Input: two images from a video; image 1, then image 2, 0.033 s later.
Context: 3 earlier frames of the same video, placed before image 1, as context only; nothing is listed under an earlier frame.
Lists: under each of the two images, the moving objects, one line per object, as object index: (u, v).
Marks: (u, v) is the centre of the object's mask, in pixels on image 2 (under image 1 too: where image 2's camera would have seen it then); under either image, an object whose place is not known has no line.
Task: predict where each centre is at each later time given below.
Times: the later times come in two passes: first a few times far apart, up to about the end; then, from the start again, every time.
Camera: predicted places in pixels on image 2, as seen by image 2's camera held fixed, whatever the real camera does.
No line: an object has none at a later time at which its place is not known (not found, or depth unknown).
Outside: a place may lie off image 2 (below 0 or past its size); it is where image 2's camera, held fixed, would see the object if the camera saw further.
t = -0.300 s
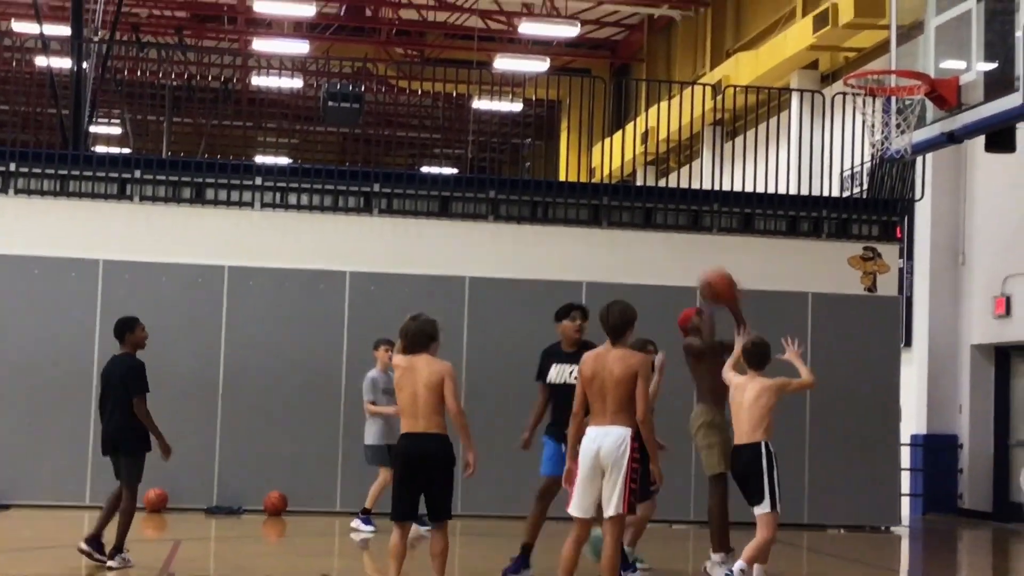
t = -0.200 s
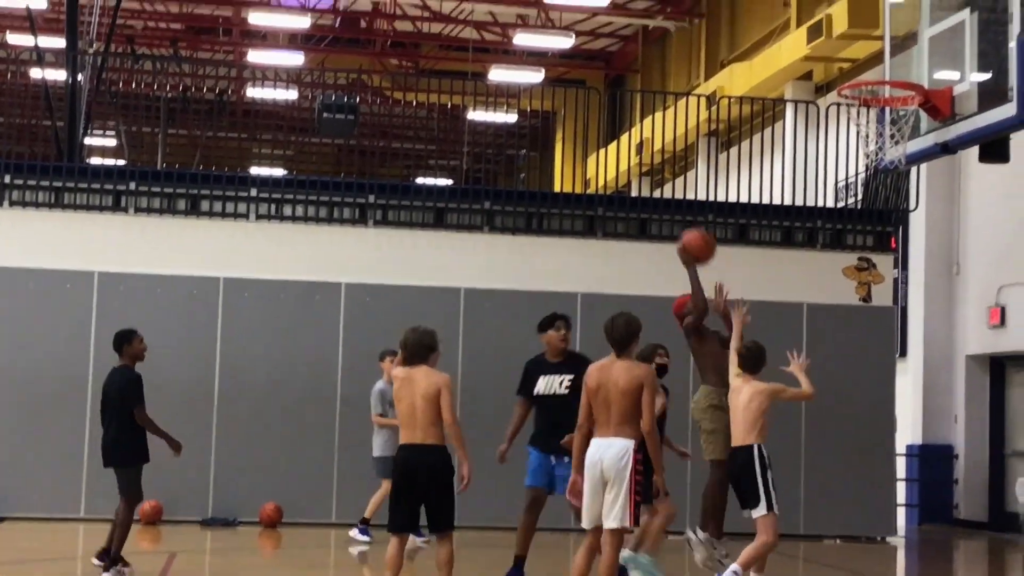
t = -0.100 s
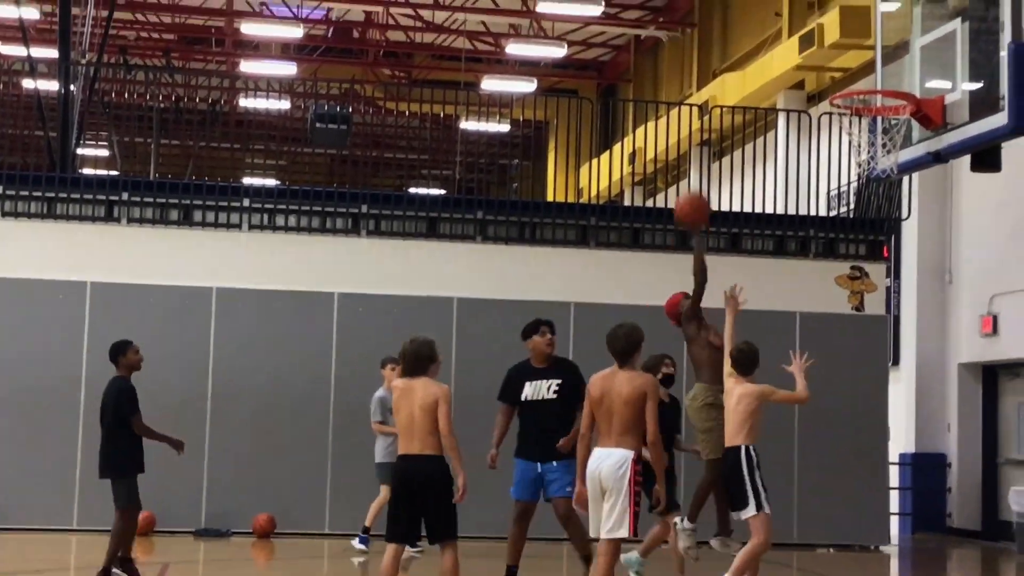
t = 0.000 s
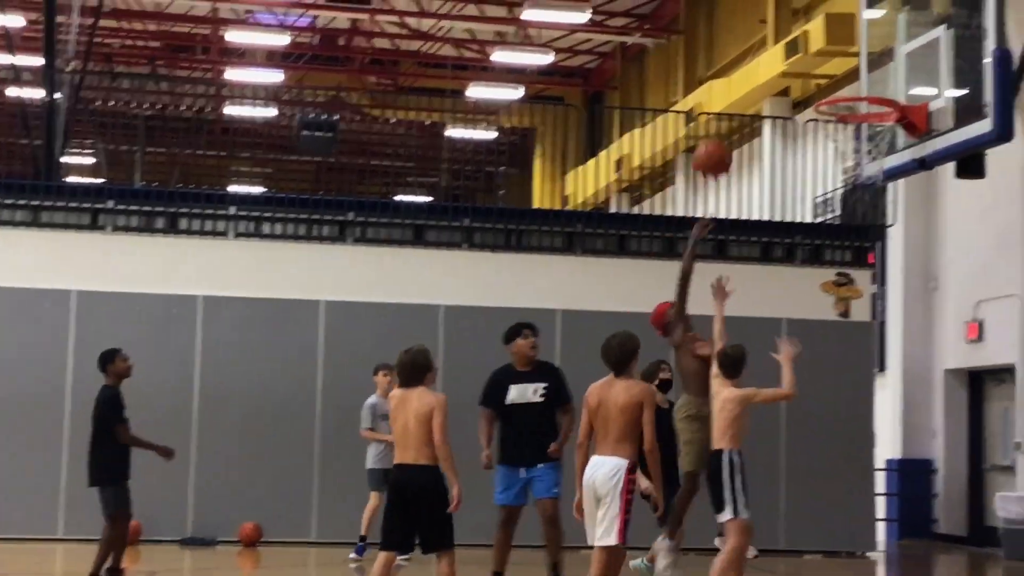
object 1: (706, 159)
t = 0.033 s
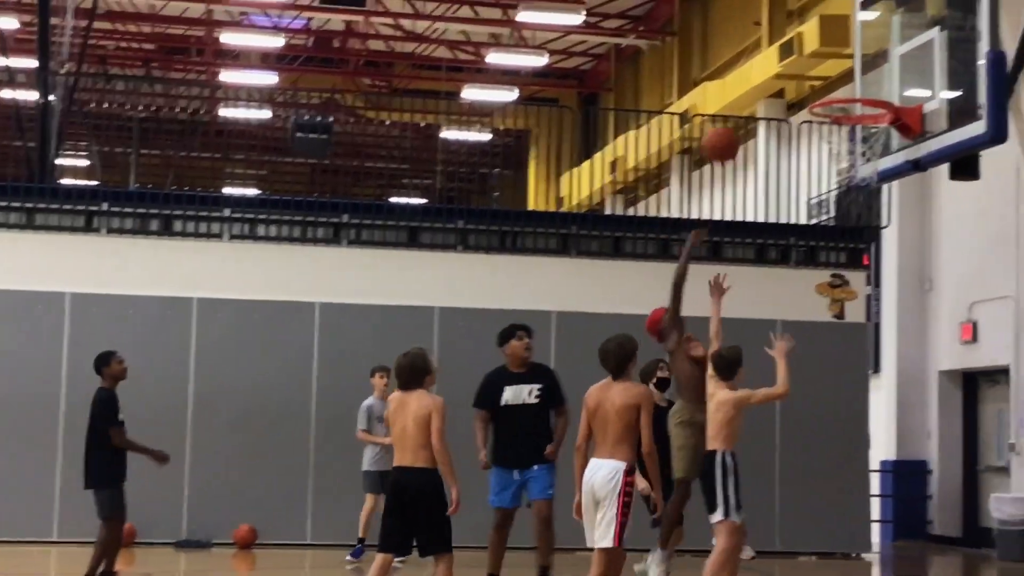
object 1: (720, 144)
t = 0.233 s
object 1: (800, 80)
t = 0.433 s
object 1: (884, 75)
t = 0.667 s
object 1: (833, 85)
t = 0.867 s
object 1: (842, 71)
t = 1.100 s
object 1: (849, 130)
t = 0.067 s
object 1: (733, 130)
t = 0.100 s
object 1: (746, 117)
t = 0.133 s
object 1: (760, 105)
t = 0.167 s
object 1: (773, 95)
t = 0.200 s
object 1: (787, 88)
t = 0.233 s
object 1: (800, 80)
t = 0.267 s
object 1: (813, 76)
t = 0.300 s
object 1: (828, 72)
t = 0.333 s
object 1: (841, 70)
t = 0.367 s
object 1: (855, 70)
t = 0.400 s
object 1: (870, 72)
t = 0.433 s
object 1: (884, 75)
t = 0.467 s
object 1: (880, 82)
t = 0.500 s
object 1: (874, 86)
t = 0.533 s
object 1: (864, 85)
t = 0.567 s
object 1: (855, 83)
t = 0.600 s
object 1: (846, 87)
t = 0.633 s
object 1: (838, 86)
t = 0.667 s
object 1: (833, 85)
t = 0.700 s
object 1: (835, 81)
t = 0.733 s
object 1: (836, 76)
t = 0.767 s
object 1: (838, 72)
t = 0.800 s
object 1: (839, 70)
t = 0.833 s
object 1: (840, 70)
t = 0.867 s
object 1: (842, 71)
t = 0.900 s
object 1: (843, 75)
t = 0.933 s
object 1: (844, 79)
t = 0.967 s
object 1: (845, 83)
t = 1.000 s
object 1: (846, 96)
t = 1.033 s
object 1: (847, 107)
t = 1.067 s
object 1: (849, 119)
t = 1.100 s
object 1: (849, 130)
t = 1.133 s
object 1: (851, 139)
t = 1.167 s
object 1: (850, 150)
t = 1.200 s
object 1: (850, 161)
